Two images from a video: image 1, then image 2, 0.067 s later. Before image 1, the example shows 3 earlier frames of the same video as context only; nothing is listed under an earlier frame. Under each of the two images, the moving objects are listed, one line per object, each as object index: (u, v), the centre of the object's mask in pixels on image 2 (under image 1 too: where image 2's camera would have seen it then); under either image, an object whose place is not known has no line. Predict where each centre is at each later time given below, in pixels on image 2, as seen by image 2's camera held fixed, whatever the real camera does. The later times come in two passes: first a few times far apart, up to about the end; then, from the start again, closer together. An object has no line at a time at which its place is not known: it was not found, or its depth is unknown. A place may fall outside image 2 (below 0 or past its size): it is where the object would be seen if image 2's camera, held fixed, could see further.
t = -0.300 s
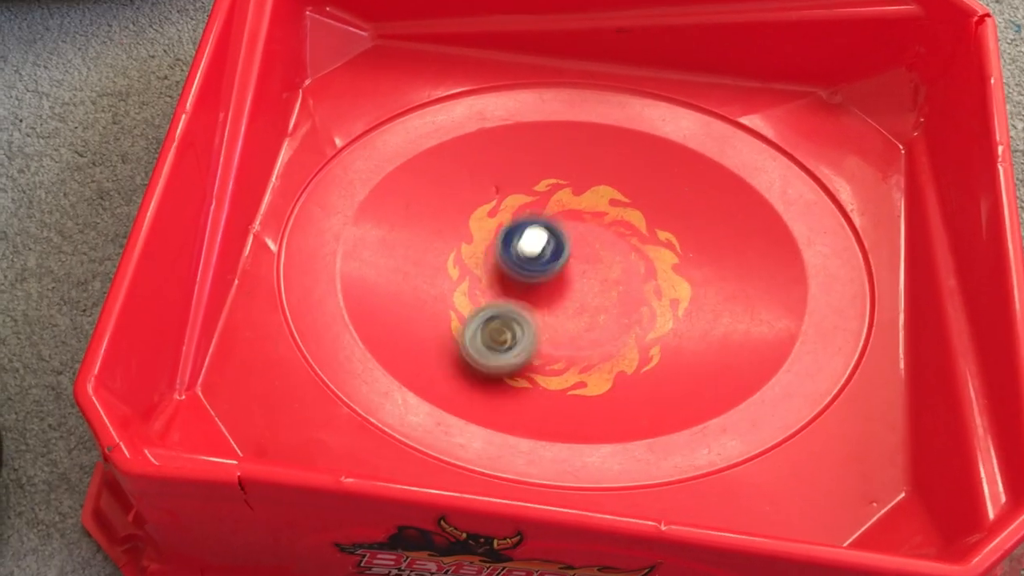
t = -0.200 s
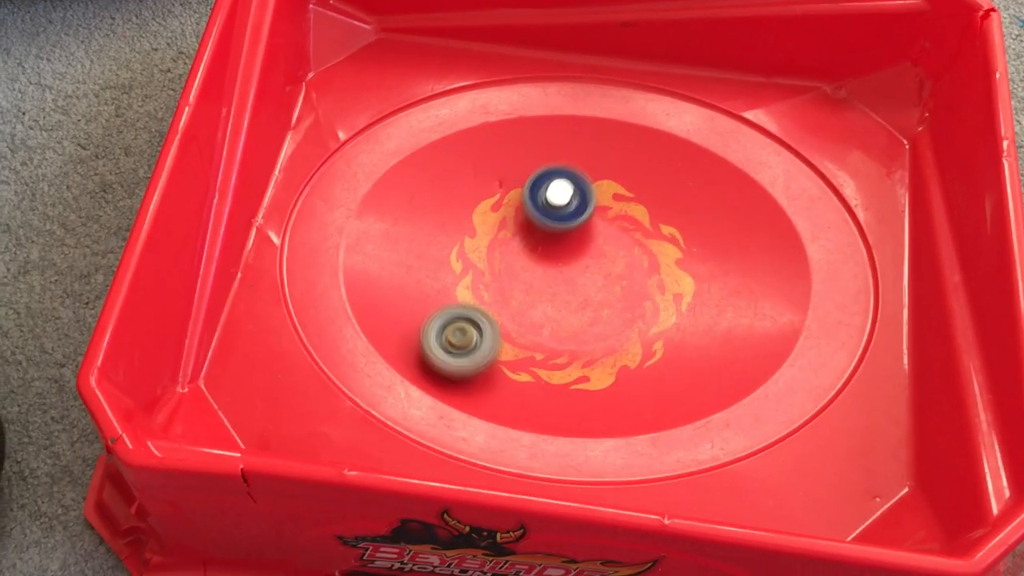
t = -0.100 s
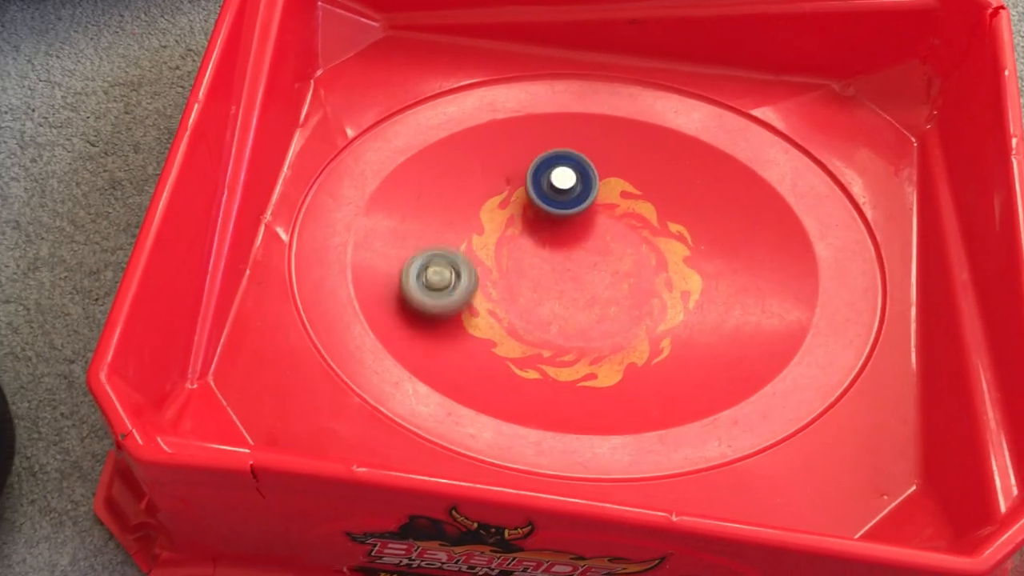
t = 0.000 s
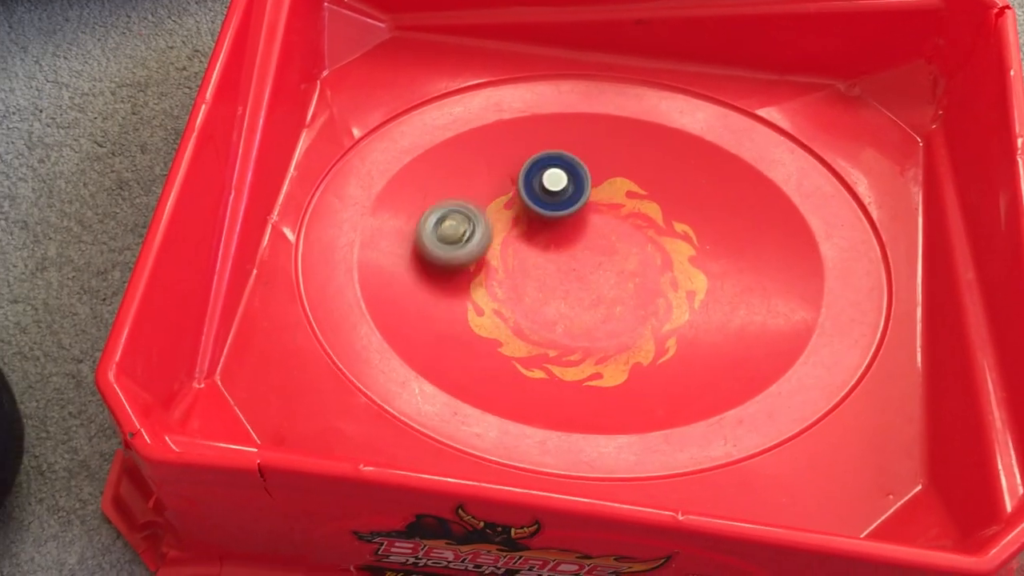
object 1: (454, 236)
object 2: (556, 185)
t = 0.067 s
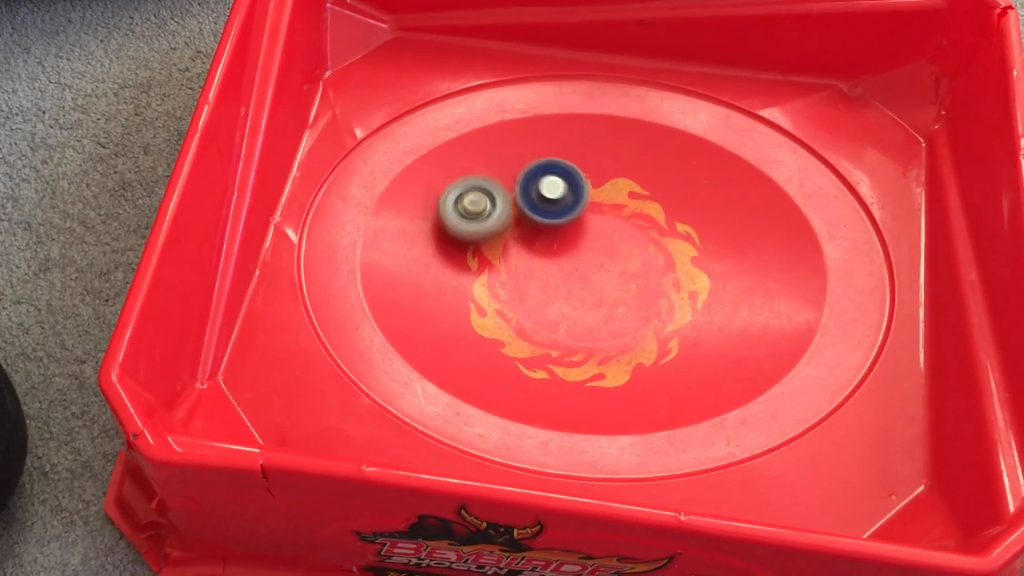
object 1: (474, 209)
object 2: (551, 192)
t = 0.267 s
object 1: (522, 176)
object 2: (596, 207)
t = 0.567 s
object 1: (626, 197)
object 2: (683, 247)
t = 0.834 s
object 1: (592, 201)
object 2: (746, 323)
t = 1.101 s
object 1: (528, 238)
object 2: (695, 314)
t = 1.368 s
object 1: (479, 249)
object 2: (608, 307)
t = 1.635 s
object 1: (475, 228)
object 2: (575, 312)
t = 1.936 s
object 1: (549, 220)
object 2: (587, 286)
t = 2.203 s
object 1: (608, 205)
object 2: (625, 273)
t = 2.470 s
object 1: (670, 216)
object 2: (662, 285)
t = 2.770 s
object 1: (677, 238)
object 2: (670, 311)
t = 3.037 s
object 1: (614, 223)
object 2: (642, 309)
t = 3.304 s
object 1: (556, 198)
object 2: (595, 292)
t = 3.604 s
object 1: (561, 192)
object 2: (558, 266)
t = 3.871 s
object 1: (578, 197)
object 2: (540, 272)
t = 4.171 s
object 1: (631, 221)
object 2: (524, 293)
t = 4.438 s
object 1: (622, 256)
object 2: (511, 296)
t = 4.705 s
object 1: (703, 263)
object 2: (498, 315)
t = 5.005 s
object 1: (656, 307)
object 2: (546, 289)
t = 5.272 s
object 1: (646, 304)
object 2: (540, 237)
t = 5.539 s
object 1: (629, 279)
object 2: (565, 217)
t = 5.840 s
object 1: (640, 277)
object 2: (581, 201)
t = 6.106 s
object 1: (636, 280)
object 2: (600, 211)
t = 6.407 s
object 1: (620, 303)
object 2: (594, 217)
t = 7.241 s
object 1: (548, 283)
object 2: (554, 211)
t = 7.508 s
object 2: (557, 210)
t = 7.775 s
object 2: (571, 219)
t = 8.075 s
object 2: (593, 226)
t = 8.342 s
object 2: (625, 212)
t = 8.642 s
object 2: (630, 209)
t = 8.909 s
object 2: (637, 231)
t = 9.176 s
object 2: (680, 234)
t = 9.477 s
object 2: (660, 240)
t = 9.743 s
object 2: (634, 258)
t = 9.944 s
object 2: (628, 274)
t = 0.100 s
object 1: (472, 202)
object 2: (562, 194)
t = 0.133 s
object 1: (473, 197)
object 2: (571, 197)
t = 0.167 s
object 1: (481, 191)
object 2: (577, 200)
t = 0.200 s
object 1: (492, 185)
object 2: (582, 202)
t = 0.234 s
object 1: (507, 180)
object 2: (589, 205)
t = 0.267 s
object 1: (522, 176)
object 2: (596, 207)
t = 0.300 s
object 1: (535, 171)
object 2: (606, 210)
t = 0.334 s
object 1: (538, 165)
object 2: (626, 219)
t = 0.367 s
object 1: (546, 163)
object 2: (641, 225)
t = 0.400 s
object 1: (558, 163)
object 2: (653, 231)
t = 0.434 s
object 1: (573, 166)
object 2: (662, 235)
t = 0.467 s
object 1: (588, 170)
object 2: (669, 238)
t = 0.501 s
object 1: (603, 178)
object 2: (674, 241)
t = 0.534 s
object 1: (615, 187)
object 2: (678, 244)
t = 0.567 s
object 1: (626, 197)
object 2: (683, 247)
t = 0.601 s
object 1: (621, 192)
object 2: (700, 265)
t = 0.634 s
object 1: (610, 184)
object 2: (717, 284)
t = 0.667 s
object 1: (602, 181)
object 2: (729, 299)
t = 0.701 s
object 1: (596, 181)
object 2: (737, 310)
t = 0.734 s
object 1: (594, 185)
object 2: (742, 317)
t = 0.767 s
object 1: (595, 189)
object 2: (745, 321)
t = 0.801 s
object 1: (594, 194)
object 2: (746, 323)
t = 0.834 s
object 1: (592, 201)
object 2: (746, 323)
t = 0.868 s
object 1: (587, 206)
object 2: (744, 323)
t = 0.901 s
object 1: (579, 212)
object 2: (741, 322)
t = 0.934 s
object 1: (570, 217)
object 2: (737, 320)
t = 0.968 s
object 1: (562, 221)
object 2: (731, 319)
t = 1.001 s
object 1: (554, 226)
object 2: (724, 317)
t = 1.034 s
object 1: (546, 230)
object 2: (715, 316)
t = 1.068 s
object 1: (537, 234)
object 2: (706, 315)
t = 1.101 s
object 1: (528, 238)
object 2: (695, 314)
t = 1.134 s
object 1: (519, 243)
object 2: (684, 313)
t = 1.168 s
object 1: (511, 246)
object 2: (672, 312)
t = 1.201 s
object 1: (504, 248)
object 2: (660, 311)
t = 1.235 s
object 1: (497, 249)
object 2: (649, 310)
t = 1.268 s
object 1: (491, 249)
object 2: (637, 309)
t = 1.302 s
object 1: (485, 249)
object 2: (626, 308)
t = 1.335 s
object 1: (481, 249)
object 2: (617, 308)
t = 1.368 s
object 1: (479, 249)
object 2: (608, 307)
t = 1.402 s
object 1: (477, 249)
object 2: (599, 307)
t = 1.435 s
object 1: (477, 249)
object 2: (590, 306)
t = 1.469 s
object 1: (478, 249)
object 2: (582, 304)
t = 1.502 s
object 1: (480, 250)
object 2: (573, 302)
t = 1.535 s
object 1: (488, 252)
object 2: (557, 296)
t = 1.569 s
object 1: (483, 246)
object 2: (560, 298)
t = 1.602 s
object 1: (476, 235)
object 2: (569, 307)
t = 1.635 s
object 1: (475, 228)
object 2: (575, 312)
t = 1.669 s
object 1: (478, 223)
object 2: (579, 314)
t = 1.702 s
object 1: (486, 221)
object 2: (581, 315)
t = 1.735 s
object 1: (496, 220)
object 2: (582, 312)
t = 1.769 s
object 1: (507, 220)
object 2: (581, 307)
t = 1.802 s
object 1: (518, 221)
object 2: (580, 300)
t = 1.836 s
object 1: (530, 223)
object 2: (580, 294)
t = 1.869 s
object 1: (539, 227)
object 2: (580, 287)
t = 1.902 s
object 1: (544, 224)
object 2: (583, 287)
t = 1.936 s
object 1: (549, 220)
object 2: (587, 286)
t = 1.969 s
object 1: (556, 219)
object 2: (591, 284)
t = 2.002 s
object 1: (564, 218)
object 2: (595, 282)
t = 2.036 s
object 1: (570, 213)
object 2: (601, 283)
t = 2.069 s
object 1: (577, 210)
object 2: (606, 282)
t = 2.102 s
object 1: (585, 208)
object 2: (611, 281)
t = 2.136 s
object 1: (592, 206)
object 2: (616, 279)
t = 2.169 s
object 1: (599, 205)
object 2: (620, 276)
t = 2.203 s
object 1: (608, 205)
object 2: (625, 273)
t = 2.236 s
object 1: (616, 204)
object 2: (630, 271)
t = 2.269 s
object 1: (622, 203)
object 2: (635, 271)
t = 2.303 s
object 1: (630, 203)
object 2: (640, 272)
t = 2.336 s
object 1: (640, 205)
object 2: (645, 272)
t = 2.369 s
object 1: (649, 207)
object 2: (650, 276)
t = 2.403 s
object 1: (657, 209)
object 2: (655, 279)
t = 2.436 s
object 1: (664, 213)
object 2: (659, 281)
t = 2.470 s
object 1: (670, 216)
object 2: (662, 285)
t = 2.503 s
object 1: (675, 219)
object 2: (665, 289)
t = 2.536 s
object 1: (681, 218)
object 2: (666, 295)
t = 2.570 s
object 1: (685, 220)
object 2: (667, 298)
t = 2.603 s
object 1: (688, 224)
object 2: (669, 300)
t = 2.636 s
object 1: (689, 228)
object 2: (670, 302)
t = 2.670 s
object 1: (688, 232)
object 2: (670, 303)
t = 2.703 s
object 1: (685, 236)
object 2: (671, 304)
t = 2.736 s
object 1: (681, 238)
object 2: (671, 308)
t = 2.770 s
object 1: (677, 238)
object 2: (670, 311)
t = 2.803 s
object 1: (673, 238)
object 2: (669, 312)
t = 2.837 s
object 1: (666, 238)
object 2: (667, 313)
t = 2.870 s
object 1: (659, 238)
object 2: (665, 314)
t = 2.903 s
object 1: (650, 236)
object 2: (662, 314)
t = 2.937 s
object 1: (641, 233)
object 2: (657, 314)
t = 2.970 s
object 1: (632, 229)
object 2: (652, 312)
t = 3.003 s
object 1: (623, 226)
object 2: (647, 311)
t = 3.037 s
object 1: (614, 223)
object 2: (642, 309)
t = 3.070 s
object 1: (606, 220)
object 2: (636, 308)
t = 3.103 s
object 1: (598, 216)
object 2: (630, 307)
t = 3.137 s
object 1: (590, 213)
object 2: (624, 305)
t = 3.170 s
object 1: (582, 211)
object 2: (618, 303)
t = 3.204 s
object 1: (574, 207)
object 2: (612, 301)
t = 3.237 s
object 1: (565, 204)
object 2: (606, 299)
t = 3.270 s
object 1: (559, 201)
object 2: (600, 295)
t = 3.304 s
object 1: (556, 198)
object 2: (595, 292)
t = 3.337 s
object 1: (555, 194)
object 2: (589, 288)
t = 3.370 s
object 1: (555, 192)
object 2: (584, 284)
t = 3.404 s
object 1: (556, 191)
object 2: (579, 280)
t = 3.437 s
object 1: (556, 191)
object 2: (574, 276)
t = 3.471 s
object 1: (558, 192)
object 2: (570, 271)
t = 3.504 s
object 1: (560, 193)
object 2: (566, 266)
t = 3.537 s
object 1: (560, 195)
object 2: (562, 262)
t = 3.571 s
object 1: (561, 192)
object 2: (560, 265)
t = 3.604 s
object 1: (561, 192)
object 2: (558, 266)
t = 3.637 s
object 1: (563, 195)
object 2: (556, 264)
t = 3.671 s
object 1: (565, 197)
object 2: (554, 263)
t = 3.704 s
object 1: (567, 195)
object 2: (552, 267)
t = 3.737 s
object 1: (570, 195)
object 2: (550, 269)
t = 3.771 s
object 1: (572, 197)
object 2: (547, 268)
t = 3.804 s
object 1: (575, 200)
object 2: (546, 266)
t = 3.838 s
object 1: (575, 203)
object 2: (545, 265)
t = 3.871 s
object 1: (578, 197)
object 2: (540, 272)
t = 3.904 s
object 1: (584, 190)
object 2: (534, 279)
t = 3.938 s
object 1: (593, 189)
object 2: (532, 283)
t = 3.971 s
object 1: (602, 190)
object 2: (530, 286)
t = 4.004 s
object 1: (611, 193)
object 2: (528, 287)
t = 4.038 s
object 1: (619, 197)
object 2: (527, 289)
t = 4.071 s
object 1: (626, 203)
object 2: (526, 290)
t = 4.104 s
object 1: (631, 209)
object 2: (525, 291)
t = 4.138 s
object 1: (632, 216)
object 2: (525, 292)
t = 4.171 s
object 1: (631, 221)
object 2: (524, 293)
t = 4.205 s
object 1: (629, 227)
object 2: (524, 293)
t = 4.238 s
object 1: (626, 233)
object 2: (524, 294)
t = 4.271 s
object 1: (622, 240)
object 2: (525, 294)
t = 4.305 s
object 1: (618, 246)
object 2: (526, 294)
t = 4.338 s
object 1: (614, 253)
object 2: (527, 292)
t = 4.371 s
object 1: (609, 258)
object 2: (528, 291)
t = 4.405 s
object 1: (603, 263)
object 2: (529, 291)
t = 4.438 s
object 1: (622, 256)
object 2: (511, 296)
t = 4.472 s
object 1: (643, 249)
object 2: (494, 301)
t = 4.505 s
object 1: (660, 243)
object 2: (486, 304)
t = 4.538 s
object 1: (672, 240)
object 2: (483, 306)
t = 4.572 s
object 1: (681, 240)
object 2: (484, 308)
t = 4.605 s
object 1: (688, 244)
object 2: (486, 310)
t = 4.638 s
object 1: (695, 250)
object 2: (489, 312)
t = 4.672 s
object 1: (699, 257)
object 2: (493, 314)
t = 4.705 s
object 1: (703, 263)
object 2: (498, 315)
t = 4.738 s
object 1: (704, 270)
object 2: (504, 316)
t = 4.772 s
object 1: (703, 277)
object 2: (510, 315)
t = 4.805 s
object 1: (702, 283)
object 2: (516, 313)
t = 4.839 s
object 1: (699, 290)
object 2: (523, 310)
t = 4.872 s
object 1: (693, 295)
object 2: (529, 306)
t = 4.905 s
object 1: (685, 301)
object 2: (534, 303)
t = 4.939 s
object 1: (676, 305)
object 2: (539, 298)
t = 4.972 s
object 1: (666, 307)
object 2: (542, 294)
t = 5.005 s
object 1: (656, 307)
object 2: (546, 289)
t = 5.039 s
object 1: (647, 307)
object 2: (551, 285)
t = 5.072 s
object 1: (637, 305)
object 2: (556, 280)
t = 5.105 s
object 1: (638, 305)
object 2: (553, 272)
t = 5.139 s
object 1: (647, 306)
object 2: (544, 262)
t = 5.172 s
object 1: (649, 306)
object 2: (539, 254)
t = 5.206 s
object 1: (649, 306)
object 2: (538, 247)
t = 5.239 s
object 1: (648, 305)
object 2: (539, 241)
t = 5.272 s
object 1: (646, 304)
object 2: (540, 237)
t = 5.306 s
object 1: (644, 303)
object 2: (543, 233)
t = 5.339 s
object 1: (642, 301)
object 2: (545, 229)
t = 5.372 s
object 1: (639, 298)
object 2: (549, 226)
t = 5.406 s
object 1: (637, 295)
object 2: (551, 224)
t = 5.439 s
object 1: (634, 292)
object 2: (554, 222)
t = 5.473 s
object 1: (632, 288)
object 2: (558, 220)
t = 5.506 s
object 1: (630, 283)
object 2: (561, 218)
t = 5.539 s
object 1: (629, 279)
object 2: (565, 217)
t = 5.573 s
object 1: (627, 275)
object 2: (569, 216)
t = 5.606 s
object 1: (625, 271)
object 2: (573, 216)
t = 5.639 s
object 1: (628, 272)
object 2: (572, 211)
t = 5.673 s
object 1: (633, 275)
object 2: (571, 205)
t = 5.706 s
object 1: (635, 275)
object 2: (572, 202)
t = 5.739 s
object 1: (637, 276)
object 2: (575, 200)
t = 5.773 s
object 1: (638, 276)
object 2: (577, 200)
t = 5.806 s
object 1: (639, 277)
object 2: (579, 200)
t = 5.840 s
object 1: (640, 277)
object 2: (581, 201)
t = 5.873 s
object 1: (641, 278)
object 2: (583, 201)
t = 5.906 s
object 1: (641, 279)
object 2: (586, 202)
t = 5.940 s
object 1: (642, 279)
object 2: (589, 202)
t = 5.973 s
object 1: (641, 280)
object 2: (591, 203)
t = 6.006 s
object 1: (640, 280)
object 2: (593, 205)
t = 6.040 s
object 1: (639, 281)
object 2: (595, 207)
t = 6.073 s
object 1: (637, 281)
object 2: (598, 209)
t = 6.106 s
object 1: (636, 280)
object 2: (600, 211)
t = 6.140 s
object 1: (634, 280)
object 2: (602, 214)
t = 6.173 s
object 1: (633, 281)
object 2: (602, 215)
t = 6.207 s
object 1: (633, 285)
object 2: (600, 213)
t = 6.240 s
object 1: (633, 290)
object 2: (599, 211)
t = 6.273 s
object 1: (631, 293)
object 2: (598, 212)
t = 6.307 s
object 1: (629, 296)
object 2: (597, 212)
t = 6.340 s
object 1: (627, 299)
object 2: (596, 214)
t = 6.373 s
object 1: (624, 301)
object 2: (595, 216)
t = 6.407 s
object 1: (620, 303)
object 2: (594, 217)
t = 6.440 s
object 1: (617, 304)
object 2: (592, 220)
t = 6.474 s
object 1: (614, 305)
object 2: (591, 222)
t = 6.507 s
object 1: (611, 306)
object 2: (590, 225)
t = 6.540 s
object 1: (607, 306)
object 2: (588, 228)
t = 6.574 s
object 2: (587, 231)
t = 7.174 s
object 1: (550, 293)
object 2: (555, 208)
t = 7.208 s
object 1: (549, 288)
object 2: (555, 209)
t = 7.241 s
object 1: (548, 283)
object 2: (554, 211)
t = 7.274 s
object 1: (548, 283)
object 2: (553, 210)
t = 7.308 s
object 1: (548, 284)
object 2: (553, 208)
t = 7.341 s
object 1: (547, 284)
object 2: (553, 209)
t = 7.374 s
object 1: (546, 283)
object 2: (554, 210)
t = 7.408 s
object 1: (545, 282)
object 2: (554, 212)
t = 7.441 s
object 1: (544, 286)
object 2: (555, 211)
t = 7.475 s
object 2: (556, 210)
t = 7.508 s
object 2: (557, 210)
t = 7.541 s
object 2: (558, 210)
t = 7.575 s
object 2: (560, 211)
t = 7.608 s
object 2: (562, 211)
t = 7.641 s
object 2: (564, 212)
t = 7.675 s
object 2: (566, 213)
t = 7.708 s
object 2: (568, 215)
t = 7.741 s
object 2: (569, 217)
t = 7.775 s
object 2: (571, 219)
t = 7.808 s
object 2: (573, 219)
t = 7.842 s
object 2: (577, 218)
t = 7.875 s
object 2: (579, 218)
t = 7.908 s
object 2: (581, 219)
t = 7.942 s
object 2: (584, 220)
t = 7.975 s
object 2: (587, 221)
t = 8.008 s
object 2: (589, 223)
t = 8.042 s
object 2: (591, 225)
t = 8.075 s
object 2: (593, 226)
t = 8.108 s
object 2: (595, 228)
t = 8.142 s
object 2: (597, 230)
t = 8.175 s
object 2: (599, 232)
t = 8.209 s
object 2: (601, 234)
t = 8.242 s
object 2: (608, 227)
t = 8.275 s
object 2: (615, 219)
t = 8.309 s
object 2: (621, 214)
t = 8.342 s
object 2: (625, 212)
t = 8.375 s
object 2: (628, 211)
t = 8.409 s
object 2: (631, 210)
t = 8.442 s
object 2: (633, 209)
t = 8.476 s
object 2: (634, 208)
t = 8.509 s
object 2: (634, 207)
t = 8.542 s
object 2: (634, 207)
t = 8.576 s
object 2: (633, 207)
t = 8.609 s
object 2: (631, 208)
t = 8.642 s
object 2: (630, 209)
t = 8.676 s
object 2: (630, 212)
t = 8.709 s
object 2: (630, 215)
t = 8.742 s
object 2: (629, 219)
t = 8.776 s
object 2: (629, 223)
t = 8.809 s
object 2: (628, 227)
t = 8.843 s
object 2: (628, 229)
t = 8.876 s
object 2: (633, 230)
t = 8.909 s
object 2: (637, 231)
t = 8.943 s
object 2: (638, 233)
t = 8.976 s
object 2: (639, 236)
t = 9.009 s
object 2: (640, 238)
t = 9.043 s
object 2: (658, 238)
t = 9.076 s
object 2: (671, 236)
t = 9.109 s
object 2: (678, 236)
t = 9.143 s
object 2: (679, 235)
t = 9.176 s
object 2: (680, 234)
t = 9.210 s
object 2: (681, 234)
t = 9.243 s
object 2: (681, 234)
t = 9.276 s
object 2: (680, 234)
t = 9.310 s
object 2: (678, 234)
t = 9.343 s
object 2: (676, 235)
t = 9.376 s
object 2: (672, 236)
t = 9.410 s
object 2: (668, 237)
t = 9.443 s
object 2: (664, 238)
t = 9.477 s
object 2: (660, 240)
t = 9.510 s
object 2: (656, 242)
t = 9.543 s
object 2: (653, 245)
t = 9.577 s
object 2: (648, 246)
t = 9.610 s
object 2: (643, 248)
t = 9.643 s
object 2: (638, 249)
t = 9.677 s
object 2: (637, 252)
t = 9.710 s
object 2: (637, 255)
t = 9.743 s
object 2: (634, 258)
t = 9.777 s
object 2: (635, 261)
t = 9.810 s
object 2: (636, 265)
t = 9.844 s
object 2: (634, 267)
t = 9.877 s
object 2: (632, 270)
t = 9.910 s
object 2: (630, 272)
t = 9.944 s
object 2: (628, 274)
